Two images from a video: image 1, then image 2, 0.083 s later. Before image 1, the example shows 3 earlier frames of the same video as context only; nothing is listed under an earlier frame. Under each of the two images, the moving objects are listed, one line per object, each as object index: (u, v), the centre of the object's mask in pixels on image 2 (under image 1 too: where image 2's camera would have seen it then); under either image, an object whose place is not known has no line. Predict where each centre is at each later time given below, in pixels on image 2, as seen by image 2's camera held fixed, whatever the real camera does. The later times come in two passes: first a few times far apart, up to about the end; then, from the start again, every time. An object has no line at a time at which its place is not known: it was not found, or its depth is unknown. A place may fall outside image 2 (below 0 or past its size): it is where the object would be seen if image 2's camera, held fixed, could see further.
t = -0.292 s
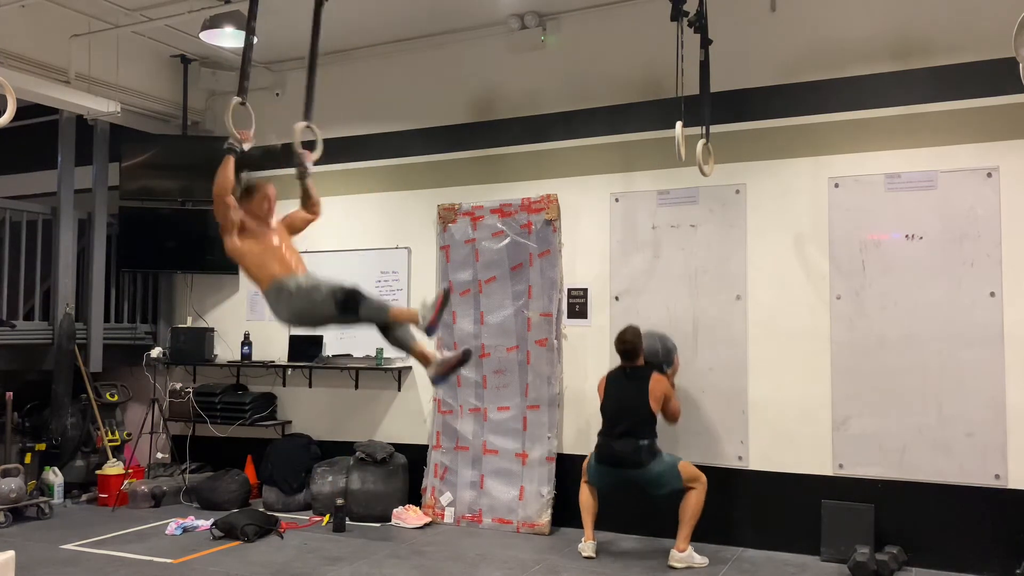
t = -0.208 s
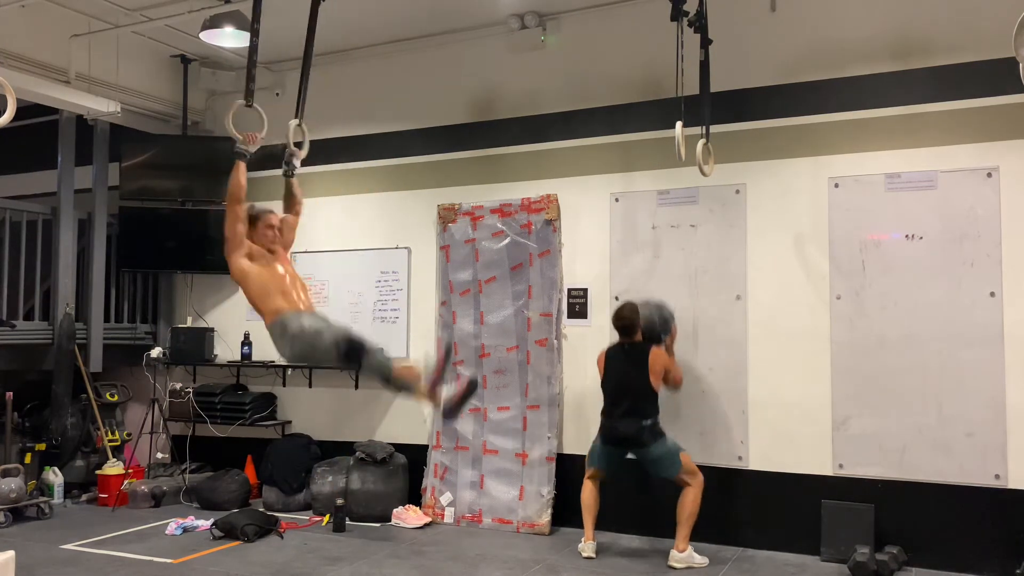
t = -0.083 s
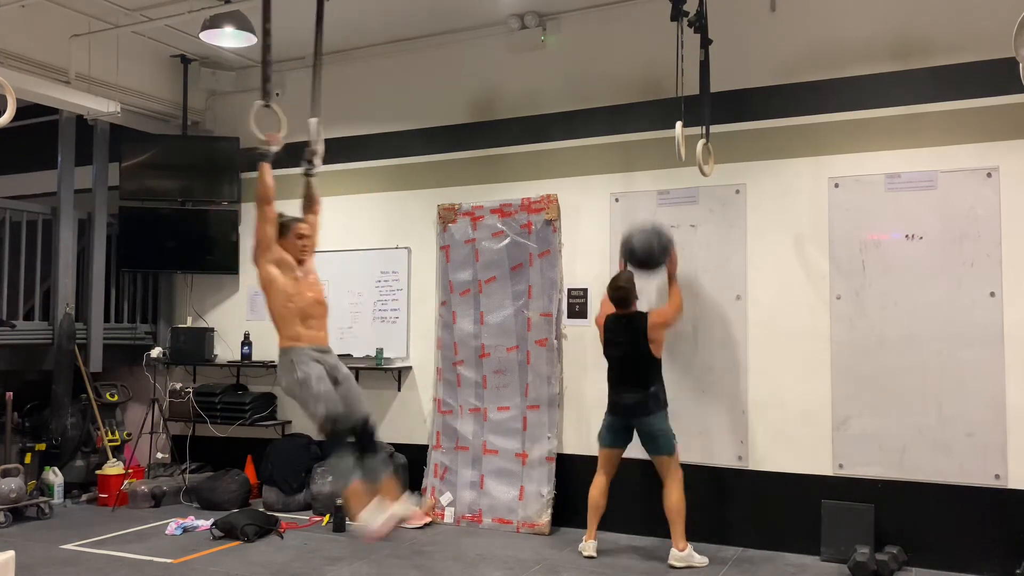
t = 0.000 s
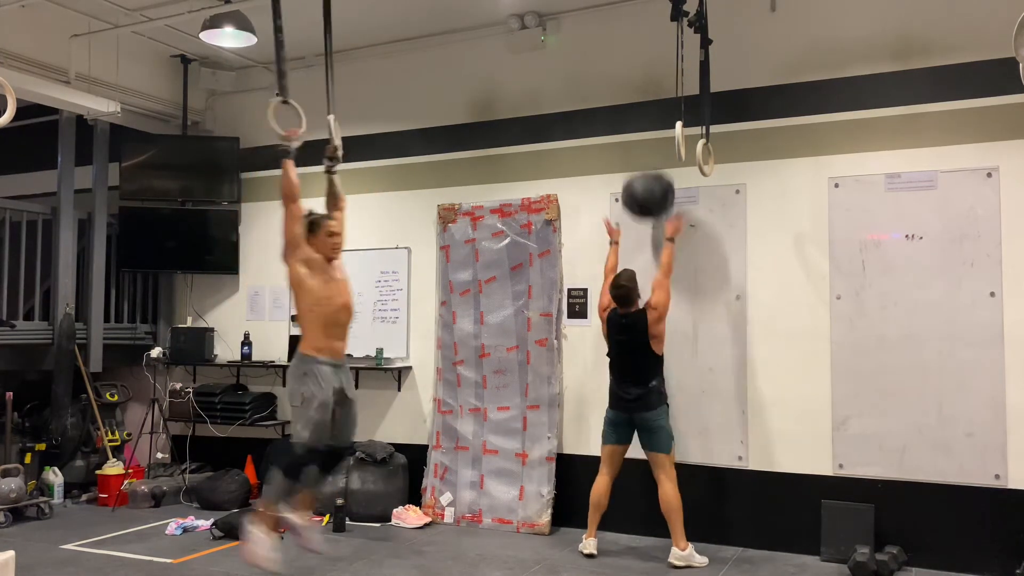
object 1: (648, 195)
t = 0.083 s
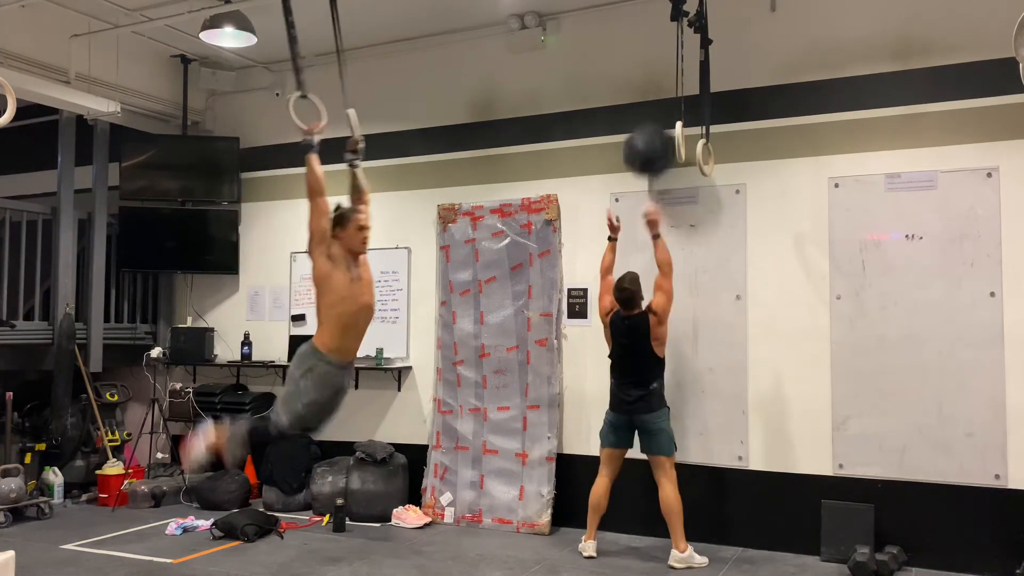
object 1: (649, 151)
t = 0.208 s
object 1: (651, 106)
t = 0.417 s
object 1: (651, 80)
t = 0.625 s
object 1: (647, 111)
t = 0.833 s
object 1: (643, 208)
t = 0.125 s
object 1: (650, 132)
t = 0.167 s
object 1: (650, 117)
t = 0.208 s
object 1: (651, 106)
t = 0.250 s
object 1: (651, 96)
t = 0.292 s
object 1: (652, 88)
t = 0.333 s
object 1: (652, 84)
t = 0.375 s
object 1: (651, 80)
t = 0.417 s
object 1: (651, 80)
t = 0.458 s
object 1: (650, 81)
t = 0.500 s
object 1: (649, 85)
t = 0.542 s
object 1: (649, 91)
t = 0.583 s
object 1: (648, 101)
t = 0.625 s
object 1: (647, 111)
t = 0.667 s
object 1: (646, 125)
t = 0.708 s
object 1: (645, 142)
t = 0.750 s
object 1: (644, 161)
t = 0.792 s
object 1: (644, 183)
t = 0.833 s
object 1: (643, 208)
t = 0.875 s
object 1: (642, 235)
